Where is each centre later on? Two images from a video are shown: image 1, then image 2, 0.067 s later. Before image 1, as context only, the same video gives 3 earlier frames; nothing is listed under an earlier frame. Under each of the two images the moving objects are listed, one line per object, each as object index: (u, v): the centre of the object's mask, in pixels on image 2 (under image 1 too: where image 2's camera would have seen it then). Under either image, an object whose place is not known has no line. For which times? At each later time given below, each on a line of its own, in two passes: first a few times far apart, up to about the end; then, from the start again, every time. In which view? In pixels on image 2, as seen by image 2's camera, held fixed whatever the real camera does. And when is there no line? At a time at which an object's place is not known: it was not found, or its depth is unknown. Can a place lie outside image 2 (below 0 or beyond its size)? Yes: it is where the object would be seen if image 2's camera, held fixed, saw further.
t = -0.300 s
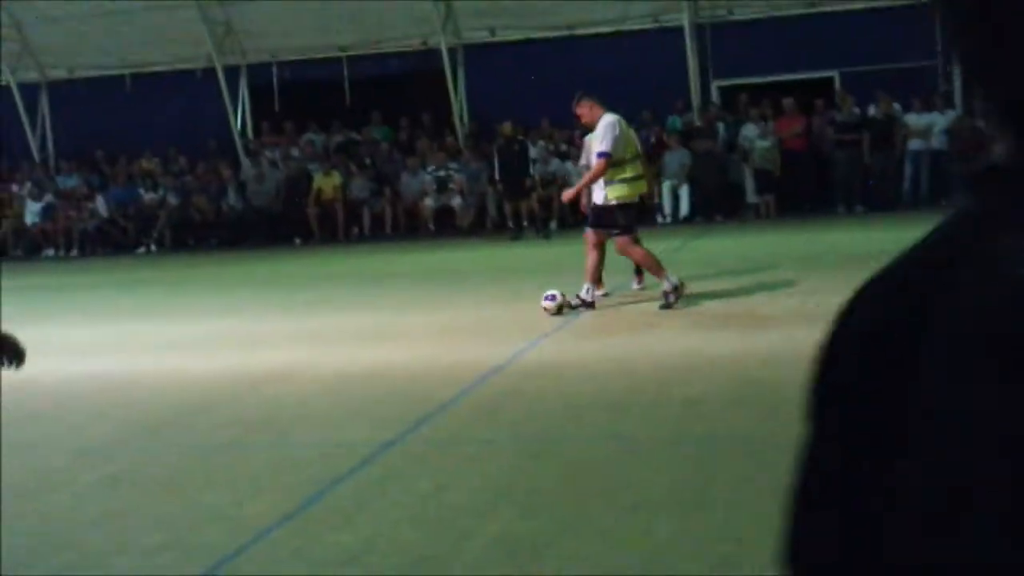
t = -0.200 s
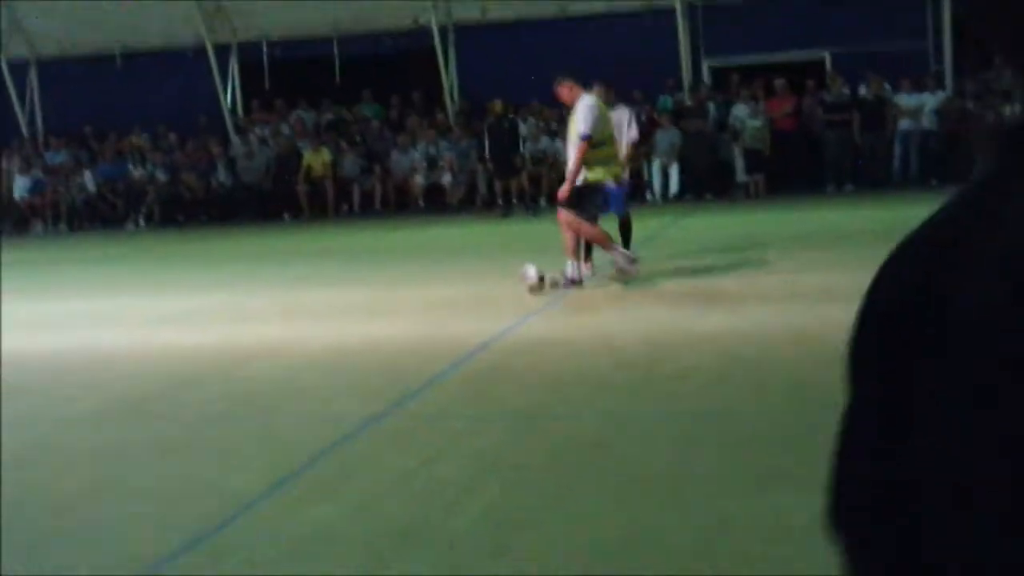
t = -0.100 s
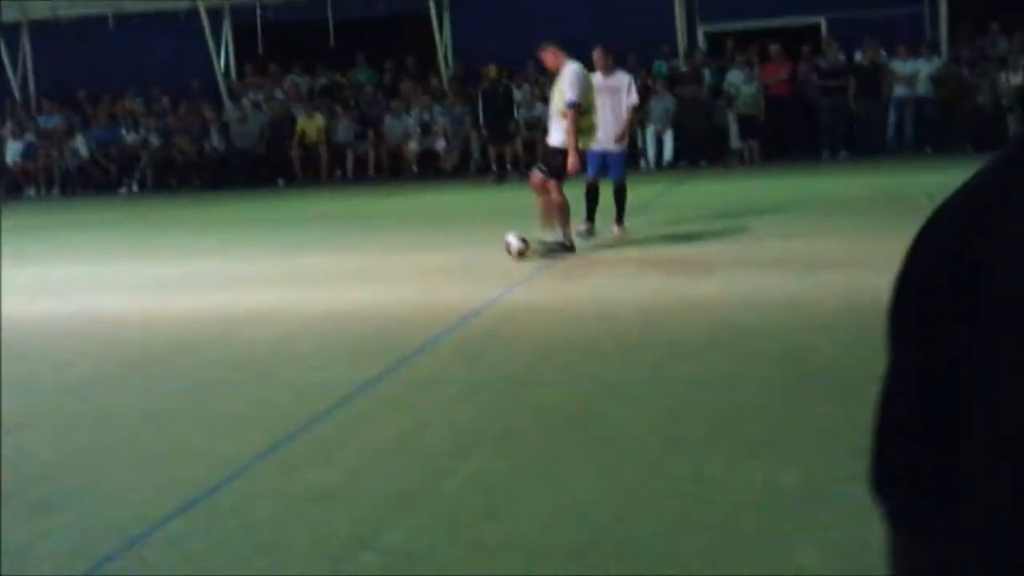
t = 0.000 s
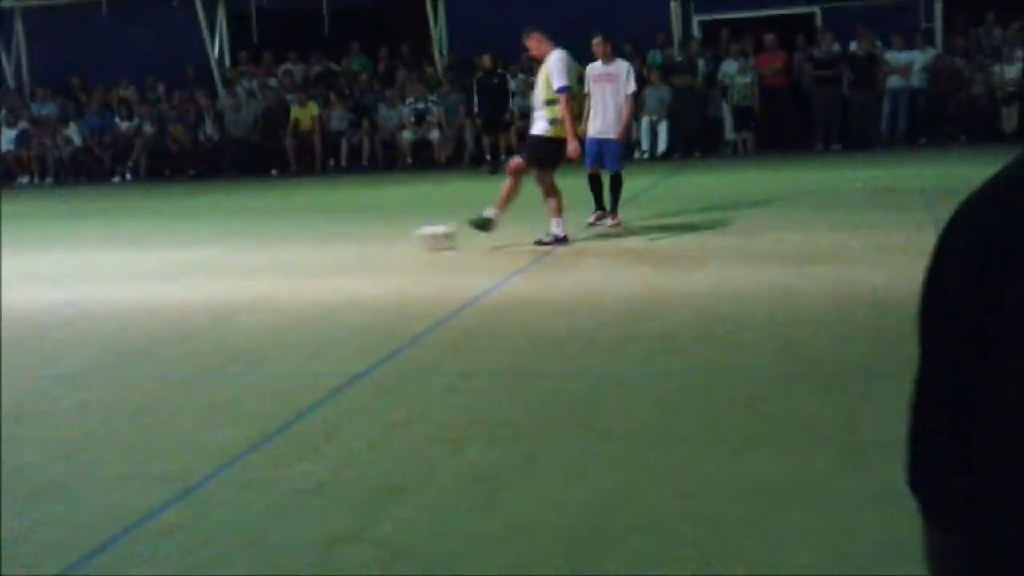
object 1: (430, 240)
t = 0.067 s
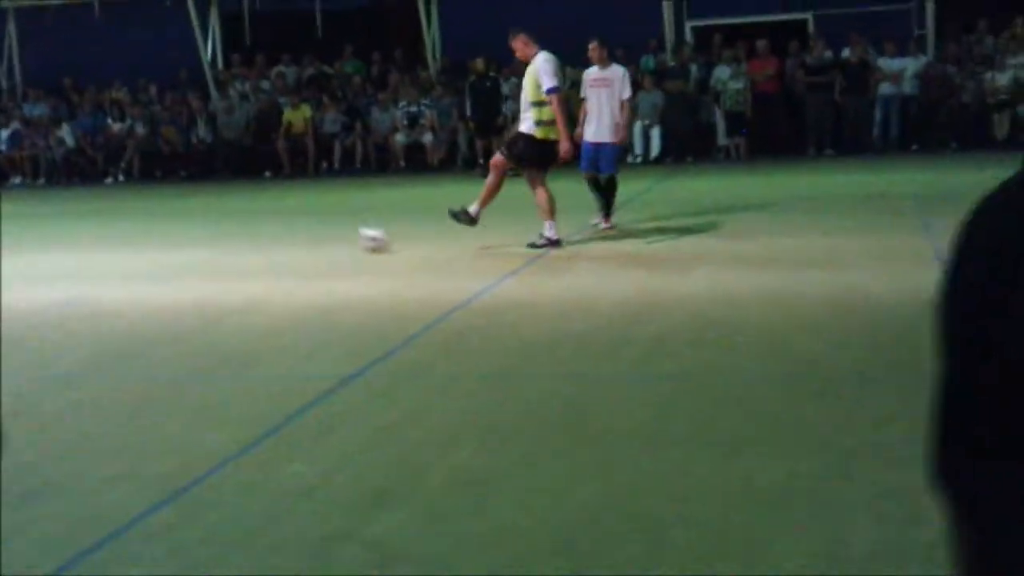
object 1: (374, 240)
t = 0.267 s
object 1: (233, 239)
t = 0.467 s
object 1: (123, 238)
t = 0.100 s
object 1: (347, 238)
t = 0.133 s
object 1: (323, 239)
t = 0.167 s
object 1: (298, 239)
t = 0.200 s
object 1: (275, 239)
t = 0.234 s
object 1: (254, 240)
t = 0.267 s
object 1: (233, 239)
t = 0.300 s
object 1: (213, 239)
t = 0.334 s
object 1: (194, 238)
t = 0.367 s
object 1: (175, 239)
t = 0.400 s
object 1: (158, 238)
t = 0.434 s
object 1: (140, 238)
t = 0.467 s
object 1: (123, 238)
